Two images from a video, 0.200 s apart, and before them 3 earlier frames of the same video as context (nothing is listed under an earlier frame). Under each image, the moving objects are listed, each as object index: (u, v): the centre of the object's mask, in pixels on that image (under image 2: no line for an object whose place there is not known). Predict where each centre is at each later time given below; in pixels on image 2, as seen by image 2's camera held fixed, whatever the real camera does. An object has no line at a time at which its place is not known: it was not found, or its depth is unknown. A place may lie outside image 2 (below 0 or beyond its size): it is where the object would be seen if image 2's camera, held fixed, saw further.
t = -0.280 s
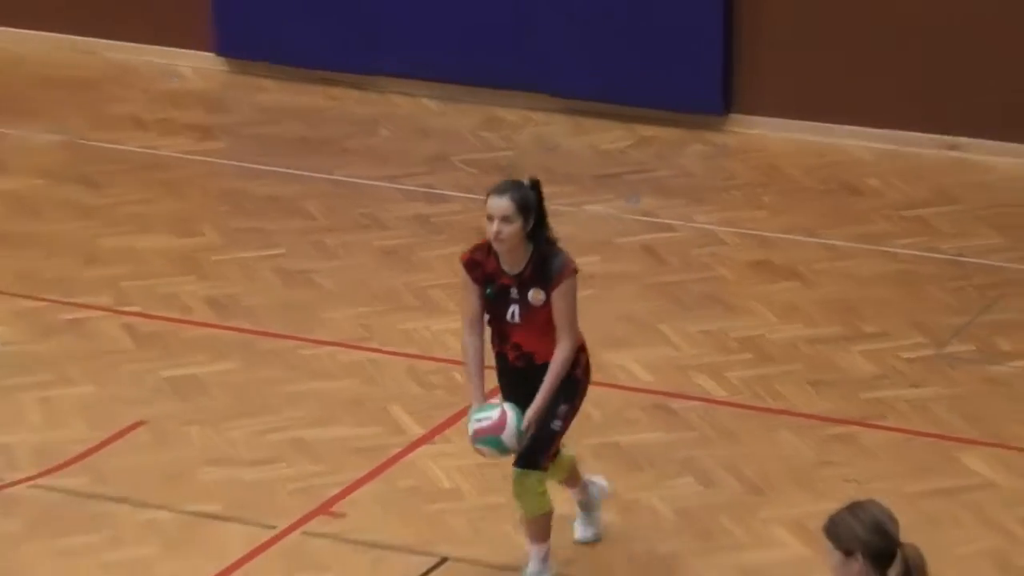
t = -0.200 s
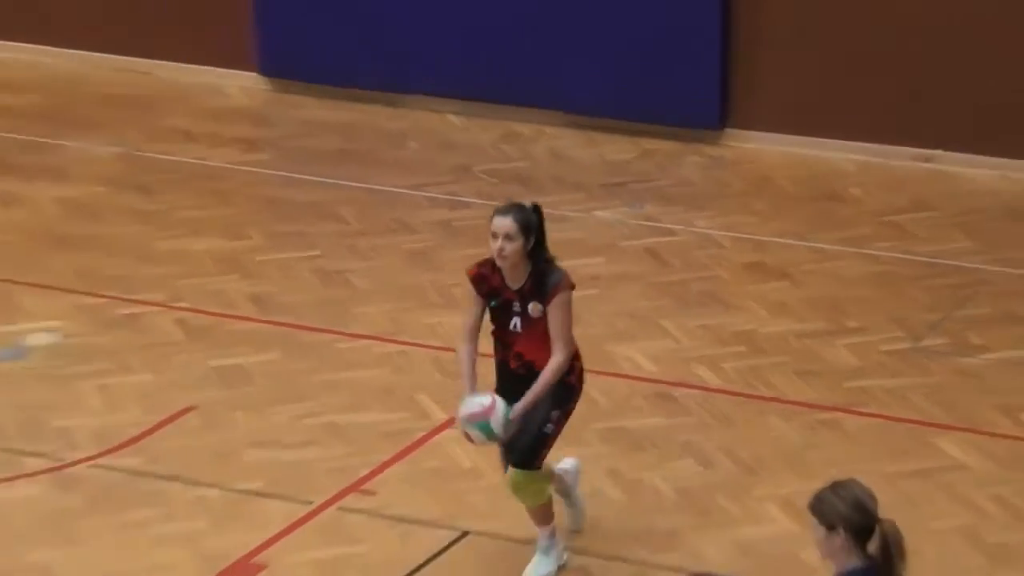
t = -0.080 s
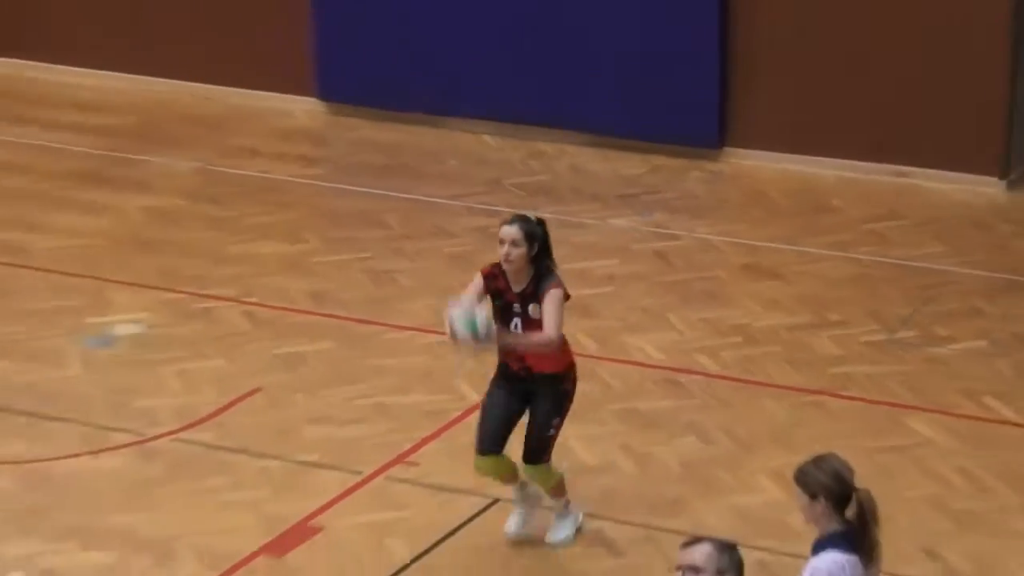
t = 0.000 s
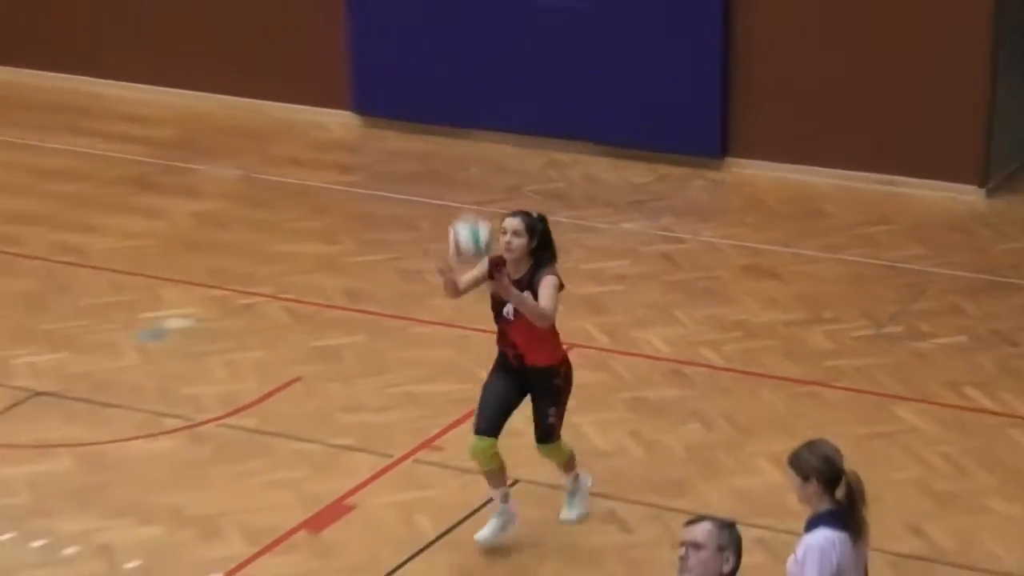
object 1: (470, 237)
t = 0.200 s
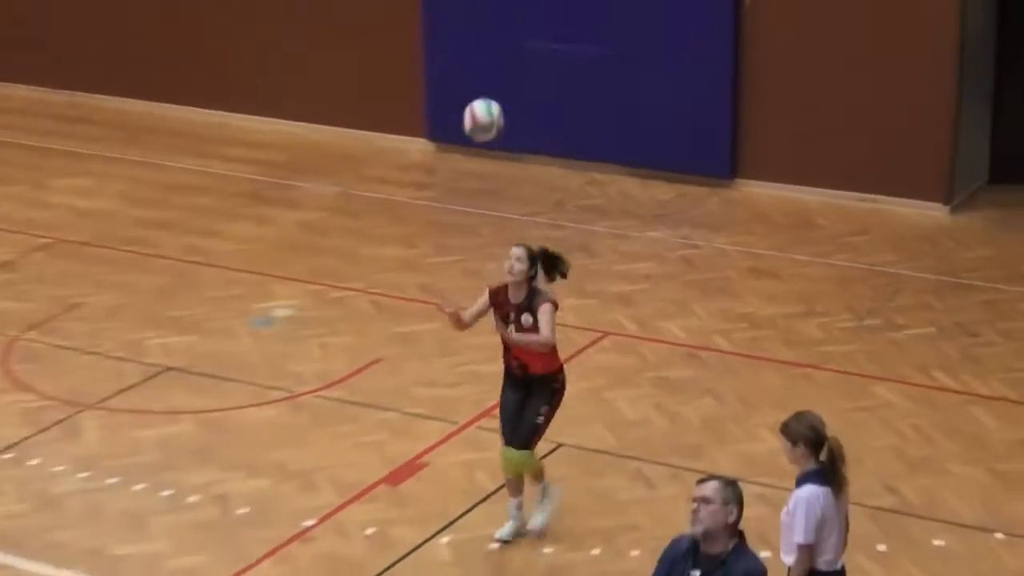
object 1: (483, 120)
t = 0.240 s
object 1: (474, 101)
